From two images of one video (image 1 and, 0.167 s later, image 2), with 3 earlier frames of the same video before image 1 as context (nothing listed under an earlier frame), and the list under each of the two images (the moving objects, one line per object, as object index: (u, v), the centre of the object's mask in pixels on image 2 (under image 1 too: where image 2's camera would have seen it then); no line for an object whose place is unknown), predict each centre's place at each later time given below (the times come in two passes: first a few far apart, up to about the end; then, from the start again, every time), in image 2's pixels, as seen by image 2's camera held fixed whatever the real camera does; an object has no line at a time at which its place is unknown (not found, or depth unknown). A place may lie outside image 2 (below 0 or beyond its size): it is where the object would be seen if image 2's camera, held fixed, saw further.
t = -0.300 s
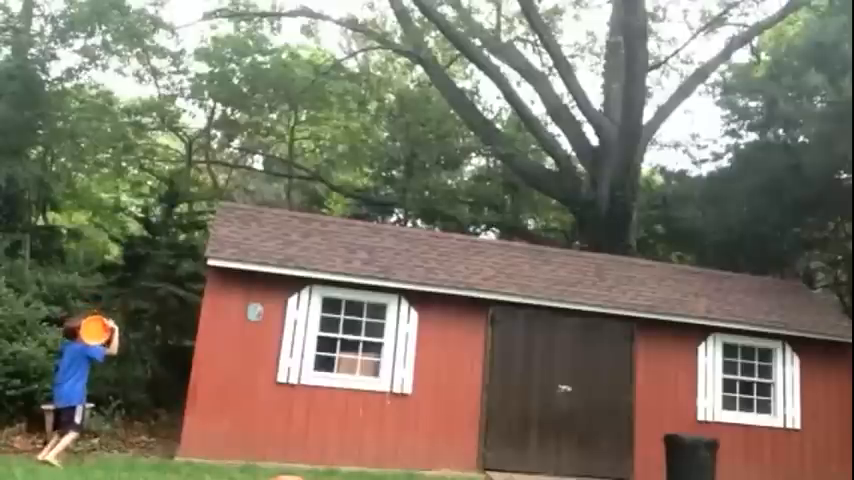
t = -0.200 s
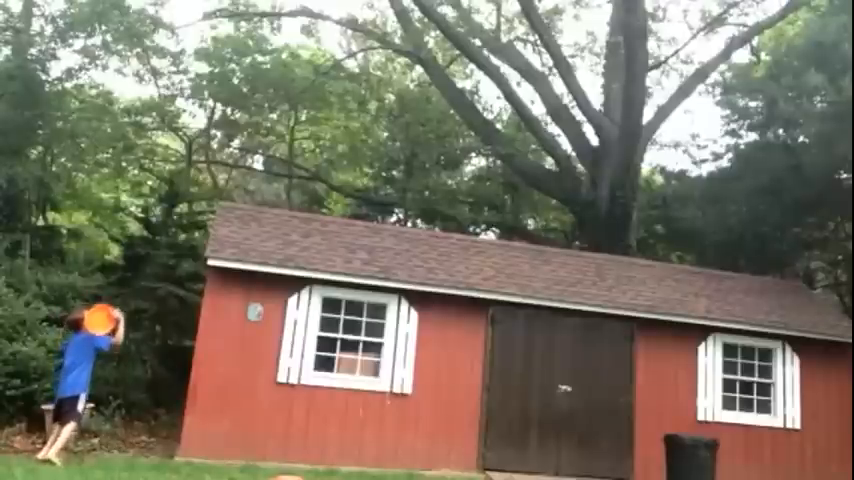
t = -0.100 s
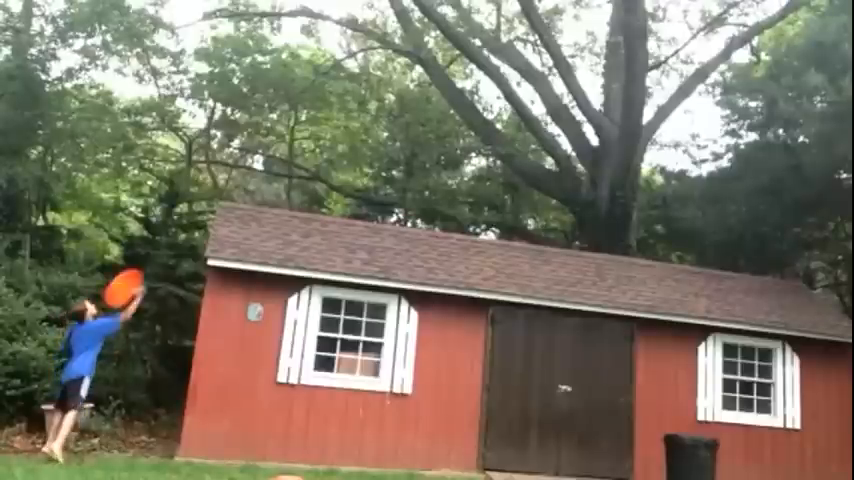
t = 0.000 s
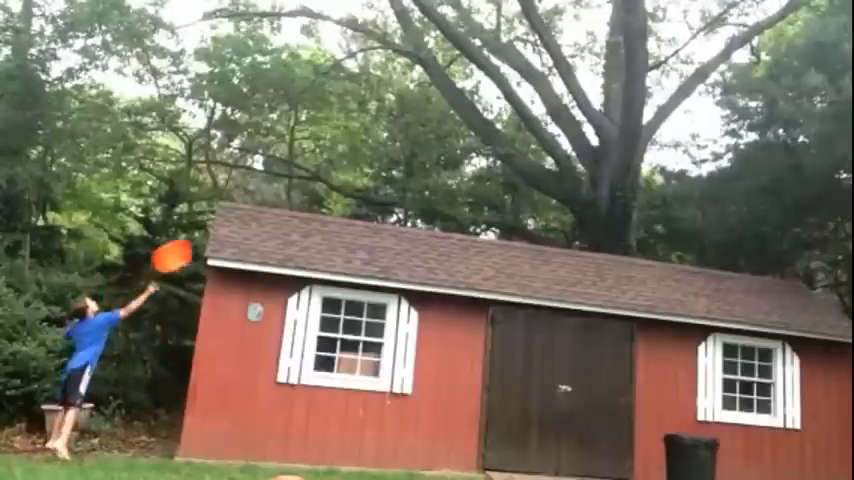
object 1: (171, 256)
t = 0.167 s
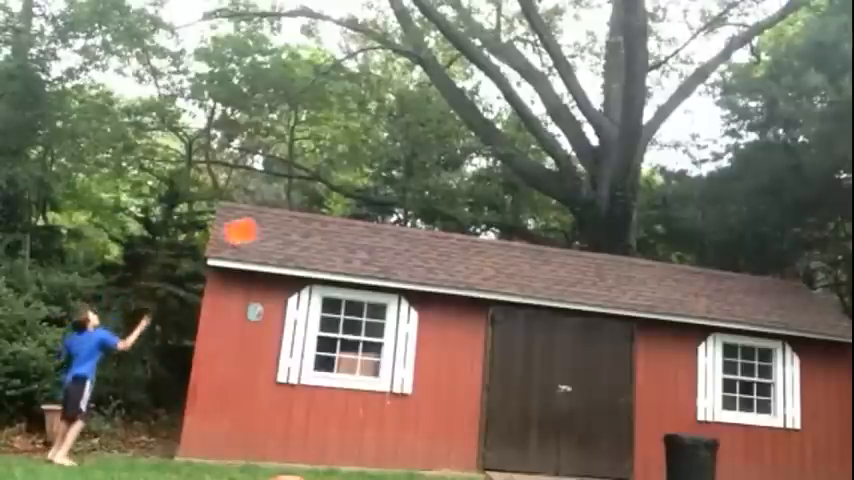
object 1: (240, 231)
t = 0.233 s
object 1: (263, 228)
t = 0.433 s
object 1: (323, 242)
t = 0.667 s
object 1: (382, 242)
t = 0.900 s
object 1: (427, 240)
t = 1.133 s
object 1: (460, 241)
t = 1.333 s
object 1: (481, 240)
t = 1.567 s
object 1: (498, 239)
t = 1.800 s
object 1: (523, 245)
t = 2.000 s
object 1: (541, 252)
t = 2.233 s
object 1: (565, 265)
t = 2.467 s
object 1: (597, 285)
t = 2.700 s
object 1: (635, 334)
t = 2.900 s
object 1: (671, 415)
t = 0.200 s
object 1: (253, 229)
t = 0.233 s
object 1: (263, 228)
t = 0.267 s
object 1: (277, 228)
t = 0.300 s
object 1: (286, 229)
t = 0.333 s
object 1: (296, 231)
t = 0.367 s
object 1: (305, 234)
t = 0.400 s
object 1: (314, 238)
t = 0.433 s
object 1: (323, 242)
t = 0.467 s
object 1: (333, 243)
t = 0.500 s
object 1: (341, 241)
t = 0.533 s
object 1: (350, 241)
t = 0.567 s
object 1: (359, 241)
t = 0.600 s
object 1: (366, 241)
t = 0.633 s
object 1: (374, 243)
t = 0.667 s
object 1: (382, 242)
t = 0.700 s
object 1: (389, 242)
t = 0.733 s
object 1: (397, 243)
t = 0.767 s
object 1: (404, 243)
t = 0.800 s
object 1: (410, 240)
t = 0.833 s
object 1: (416, 240)
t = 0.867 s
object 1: (422, 240)
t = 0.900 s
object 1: (427, 240)
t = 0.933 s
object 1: (433, 241)
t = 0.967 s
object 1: (438, 242)
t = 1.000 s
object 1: (443, 241)
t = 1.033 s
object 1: (448, 242)
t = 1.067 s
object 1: (452, 242)
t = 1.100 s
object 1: (456, 242)
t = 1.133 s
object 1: (460, 241)
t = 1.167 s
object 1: (465, 240)
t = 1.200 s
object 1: (469, 240)
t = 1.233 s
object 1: (471, 241)
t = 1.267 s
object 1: (475, 241)
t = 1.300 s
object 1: (478, 240)
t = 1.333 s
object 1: (481, 240)
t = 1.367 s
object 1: (484, 241)
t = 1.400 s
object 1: (487, 240)
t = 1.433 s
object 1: (489, 240)
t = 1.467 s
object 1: (492, 239)
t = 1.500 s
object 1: (494, 239)
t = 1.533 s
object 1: (496, 239)
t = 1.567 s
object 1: (498, 239)
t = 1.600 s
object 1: (501, 240)
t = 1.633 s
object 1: (508, 241)
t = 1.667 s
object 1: (511, 241)
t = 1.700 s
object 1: (514, 242)
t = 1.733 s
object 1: (517, 243)
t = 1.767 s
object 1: (521, 244)
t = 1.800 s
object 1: (523, 245)
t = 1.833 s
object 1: (526, 246)
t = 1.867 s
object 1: (529, 247)
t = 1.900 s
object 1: (532, 248)
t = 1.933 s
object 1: (535, 249)
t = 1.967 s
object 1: (538, 250)
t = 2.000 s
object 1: (541, 252)
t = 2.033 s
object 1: (545, 253)
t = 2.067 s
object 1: (549, 255)
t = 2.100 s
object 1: (551, 257)
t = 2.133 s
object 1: (554, 258)
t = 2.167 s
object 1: (558, 260)
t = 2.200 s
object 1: (562, 262)
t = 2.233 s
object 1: (565, 265)
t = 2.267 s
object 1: (571, 268)
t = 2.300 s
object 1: (574, 271)
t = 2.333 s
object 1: (578, 273)
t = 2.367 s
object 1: (582, 276)
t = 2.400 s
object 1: (588, 279)
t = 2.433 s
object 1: (591, 282)
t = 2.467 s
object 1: (597, 285)
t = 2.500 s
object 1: (601, 289)
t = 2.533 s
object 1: (606, 293)
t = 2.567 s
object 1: (611, 298)
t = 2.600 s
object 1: (617, 306)
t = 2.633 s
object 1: (623, 314)
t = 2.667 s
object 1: (629, 324)
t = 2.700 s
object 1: (635, 334)
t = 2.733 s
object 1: (640, 344)
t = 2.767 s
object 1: (645, 356)
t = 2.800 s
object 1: (652, 370)
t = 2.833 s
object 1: (658, 385)
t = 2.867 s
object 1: (665, 401)
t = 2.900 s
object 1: (671, 415)
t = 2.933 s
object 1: (676, 426)
